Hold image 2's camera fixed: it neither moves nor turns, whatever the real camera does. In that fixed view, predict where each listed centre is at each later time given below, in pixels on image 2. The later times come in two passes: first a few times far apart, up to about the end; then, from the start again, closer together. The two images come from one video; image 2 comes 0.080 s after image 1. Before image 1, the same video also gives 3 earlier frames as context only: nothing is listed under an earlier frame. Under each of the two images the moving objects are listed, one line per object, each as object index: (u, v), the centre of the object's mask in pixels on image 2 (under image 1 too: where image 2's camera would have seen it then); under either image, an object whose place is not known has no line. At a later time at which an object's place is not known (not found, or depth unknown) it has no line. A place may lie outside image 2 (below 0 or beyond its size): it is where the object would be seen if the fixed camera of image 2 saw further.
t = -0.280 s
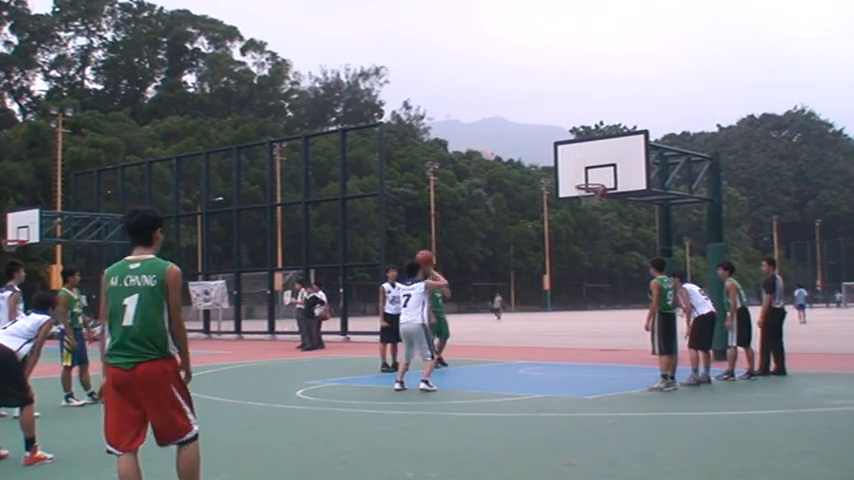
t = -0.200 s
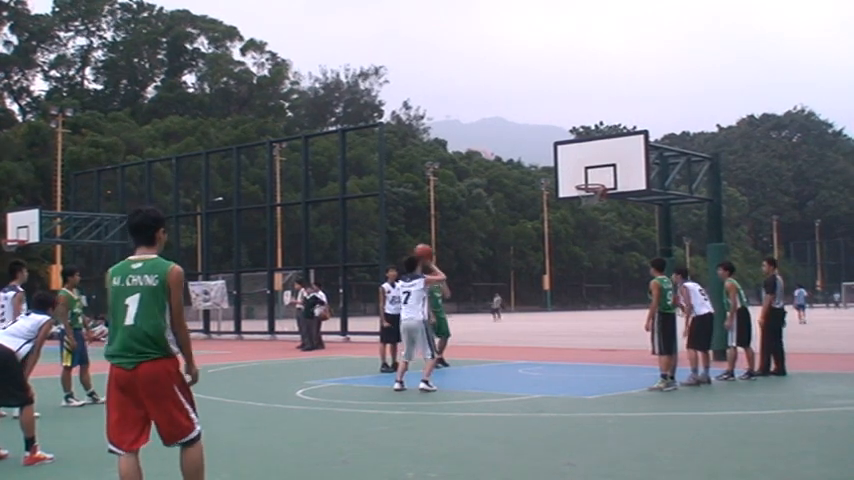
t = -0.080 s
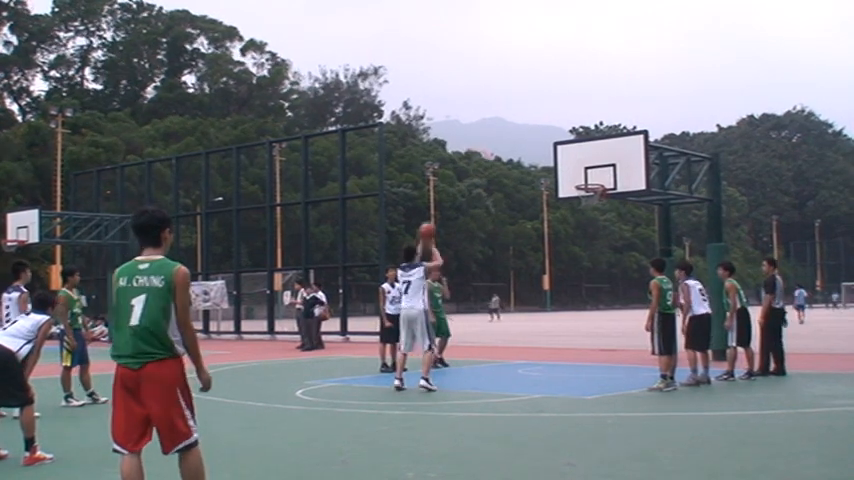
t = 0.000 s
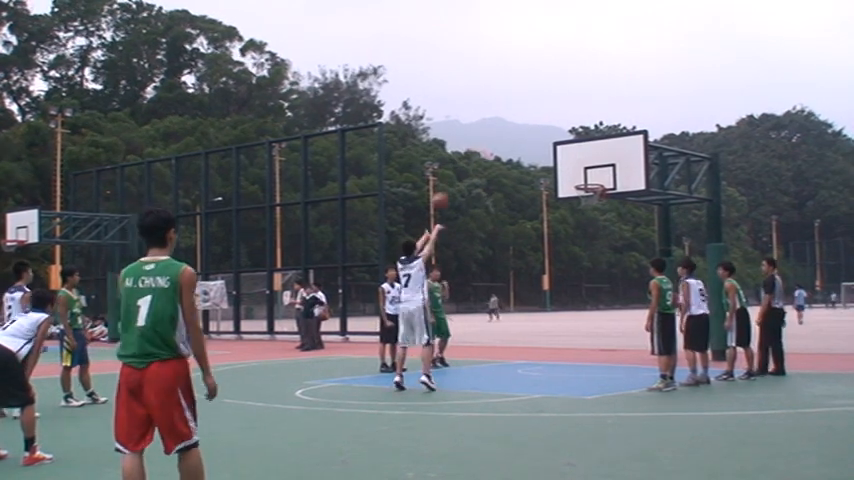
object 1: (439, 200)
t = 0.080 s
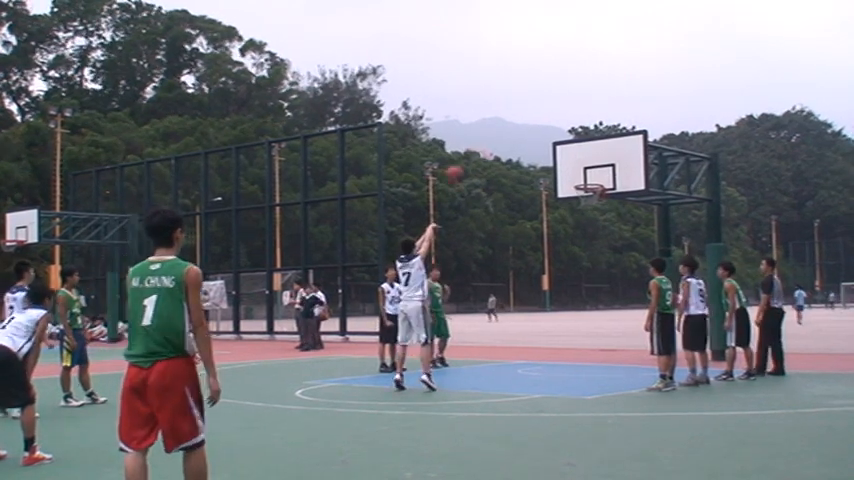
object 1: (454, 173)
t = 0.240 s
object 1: (481, 136)
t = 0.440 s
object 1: (513, 113)
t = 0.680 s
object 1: (548, 118)
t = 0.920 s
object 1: (582, 155)
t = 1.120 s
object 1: (584, 182)
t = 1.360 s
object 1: (598, 160)
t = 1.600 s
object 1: (602, 177)
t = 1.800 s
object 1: (594, 163)
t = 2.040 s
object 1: (583, 172)
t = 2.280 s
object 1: (575, 214)
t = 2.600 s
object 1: (563, 331)
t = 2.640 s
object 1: (562, 351)
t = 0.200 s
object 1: (475, 144)
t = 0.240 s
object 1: (481, 136)
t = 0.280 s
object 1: (488, 129)
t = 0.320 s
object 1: (494, 124)
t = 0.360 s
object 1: (501, 119)
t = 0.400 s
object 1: (507, 116)
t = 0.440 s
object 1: (513, 113)
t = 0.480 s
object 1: (519, 112)
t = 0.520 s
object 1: (525, 111)
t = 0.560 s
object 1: (531, 112)
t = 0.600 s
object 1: (537, 113)
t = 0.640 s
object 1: (543, 115)
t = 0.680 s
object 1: (548, 118)
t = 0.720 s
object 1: (554, 122)
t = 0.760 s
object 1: (560, 127)
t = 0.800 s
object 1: (565, 133)
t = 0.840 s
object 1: (571, 139)
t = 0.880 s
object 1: (576, 147)
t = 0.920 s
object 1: (582, 155)
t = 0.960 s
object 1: (587, 164)
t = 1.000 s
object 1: (593, 175)
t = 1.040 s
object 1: (591, 180)
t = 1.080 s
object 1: (587, 181)
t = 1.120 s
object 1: (584, 182)
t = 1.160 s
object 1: (586, 176)
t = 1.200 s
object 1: (588, 171)
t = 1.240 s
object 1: (590, 168)
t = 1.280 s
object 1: (593, 164)
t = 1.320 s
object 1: (595, 162)
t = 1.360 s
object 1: (598, 160)
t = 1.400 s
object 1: (600, 160)
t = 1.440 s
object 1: (603, 161)
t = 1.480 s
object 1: (604, 163)
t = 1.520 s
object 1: (604, 167)
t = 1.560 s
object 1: (603, 171)
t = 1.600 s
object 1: (602, 177)
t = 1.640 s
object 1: (601, 175)
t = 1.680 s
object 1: (599, 171)
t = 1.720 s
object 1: (597, 167)
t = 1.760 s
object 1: (595, 165)
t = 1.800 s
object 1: (594, 163)
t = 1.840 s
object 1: (592, 162)
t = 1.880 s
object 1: (590, 162)
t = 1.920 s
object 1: (589, 163)
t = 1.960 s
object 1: (587, 165)
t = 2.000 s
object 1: (585, 168)
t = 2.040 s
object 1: (583, 172)
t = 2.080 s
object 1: (582, 177)
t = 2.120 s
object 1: (580, 183)
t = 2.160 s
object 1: (578, 189)
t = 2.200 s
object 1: (578, 196)
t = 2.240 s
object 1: (577, 205)
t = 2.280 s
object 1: (575, 214)
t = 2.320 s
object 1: (573, 224)
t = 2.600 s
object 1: (563, 331)
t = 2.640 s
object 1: (562, 351)
